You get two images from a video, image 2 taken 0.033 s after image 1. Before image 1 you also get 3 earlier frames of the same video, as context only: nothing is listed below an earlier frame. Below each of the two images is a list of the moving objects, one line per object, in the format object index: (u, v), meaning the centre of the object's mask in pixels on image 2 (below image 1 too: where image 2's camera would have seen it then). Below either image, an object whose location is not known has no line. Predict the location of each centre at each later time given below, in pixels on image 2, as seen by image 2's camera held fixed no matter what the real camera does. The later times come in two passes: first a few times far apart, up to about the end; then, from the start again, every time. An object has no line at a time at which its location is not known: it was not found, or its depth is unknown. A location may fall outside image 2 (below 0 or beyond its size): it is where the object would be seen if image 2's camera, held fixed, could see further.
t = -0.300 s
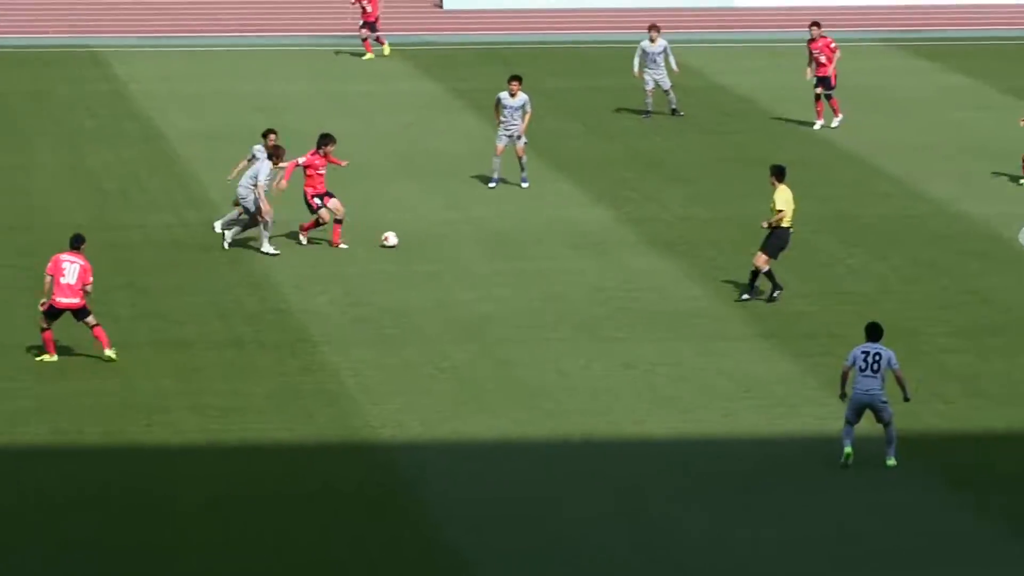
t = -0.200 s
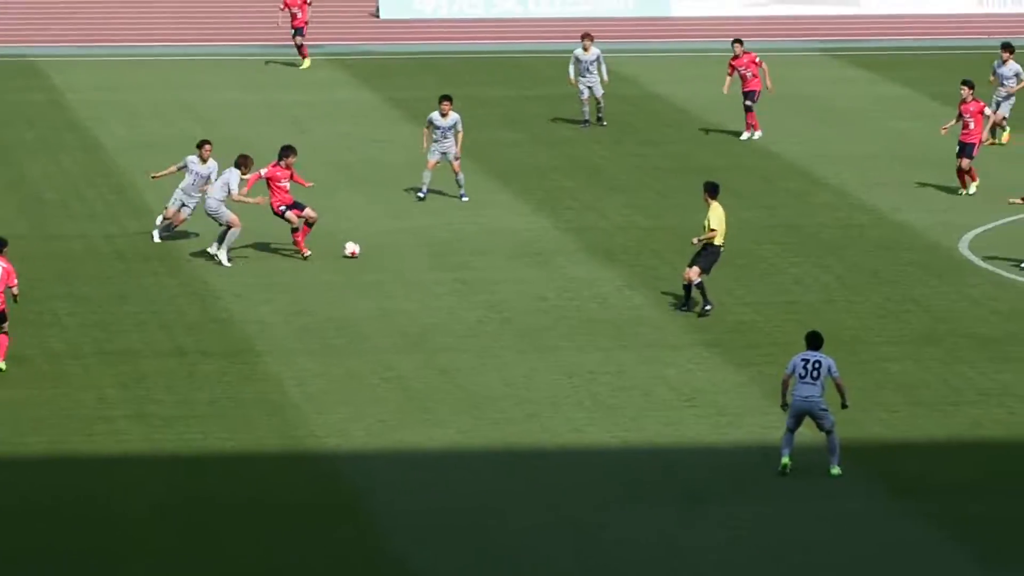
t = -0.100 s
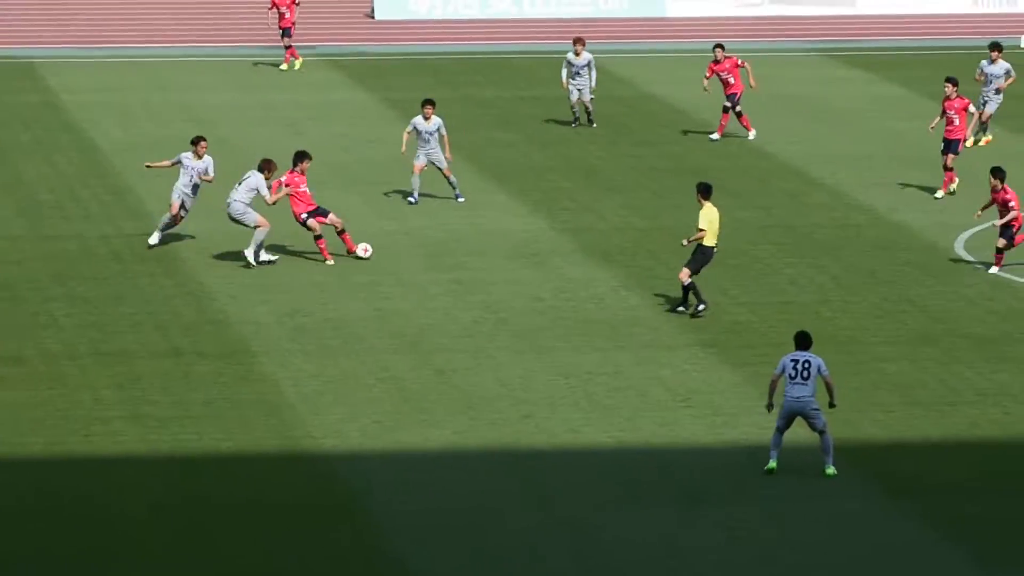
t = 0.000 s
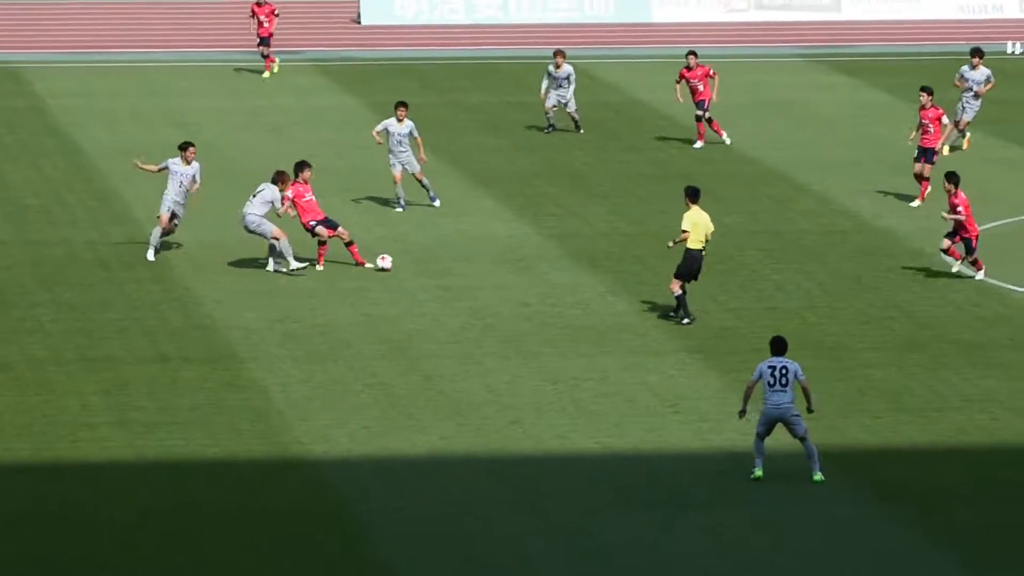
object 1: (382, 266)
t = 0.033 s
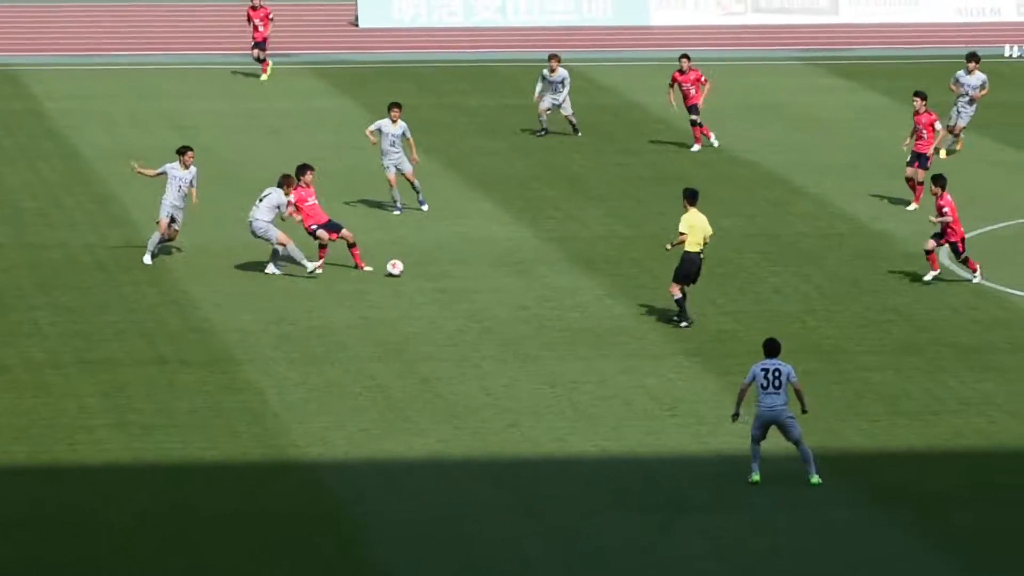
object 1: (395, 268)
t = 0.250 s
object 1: (474, 284)
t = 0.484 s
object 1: (552, 301)
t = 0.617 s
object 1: (594, 309)
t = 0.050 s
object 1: (401, 270)
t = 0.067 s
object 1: (407, 272)
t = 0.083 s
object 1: (414, 273)
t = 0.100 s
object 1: (419, 275)
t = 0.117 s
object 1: (426, 275)
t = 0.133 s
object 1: (432, 276)
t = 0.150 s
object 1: (438, 277)
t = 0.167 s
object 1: (444, 278)
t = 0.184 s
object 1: (450, 279)
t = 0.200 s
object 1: (456, 280)
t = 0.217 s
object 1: (462, 281)
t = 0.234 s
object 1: (468, 283)
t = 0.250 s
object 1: (474, 284)
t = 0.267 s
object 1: (480, 286)
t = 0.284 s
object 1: (486, 287)
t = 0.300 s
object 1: (491, 287)
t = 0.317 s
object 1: (497, 288)
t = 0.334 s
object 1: (503, 290)
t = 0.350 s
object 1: (508, 291)
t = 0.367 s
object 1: (514, 292)
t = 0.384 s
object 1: (520, 293)
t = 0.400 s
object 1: (525, 295)
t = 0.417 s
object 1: (531, 297)
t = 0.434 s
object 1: (536, 298)
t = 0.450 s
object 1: (542, 299)
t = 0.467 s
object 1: (547, 300)
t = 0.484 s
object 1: (552, 301)
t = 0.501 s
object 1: (557, 302)
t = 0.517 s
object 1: (563, 303)
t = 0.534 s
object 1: (568, 304)
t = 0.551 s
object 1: (574, 306)
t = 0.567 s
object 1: (578, 307)
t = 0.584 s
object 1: (584, 308)
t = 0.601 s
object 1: (589, 309)
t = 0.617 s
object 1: (594, 309)
